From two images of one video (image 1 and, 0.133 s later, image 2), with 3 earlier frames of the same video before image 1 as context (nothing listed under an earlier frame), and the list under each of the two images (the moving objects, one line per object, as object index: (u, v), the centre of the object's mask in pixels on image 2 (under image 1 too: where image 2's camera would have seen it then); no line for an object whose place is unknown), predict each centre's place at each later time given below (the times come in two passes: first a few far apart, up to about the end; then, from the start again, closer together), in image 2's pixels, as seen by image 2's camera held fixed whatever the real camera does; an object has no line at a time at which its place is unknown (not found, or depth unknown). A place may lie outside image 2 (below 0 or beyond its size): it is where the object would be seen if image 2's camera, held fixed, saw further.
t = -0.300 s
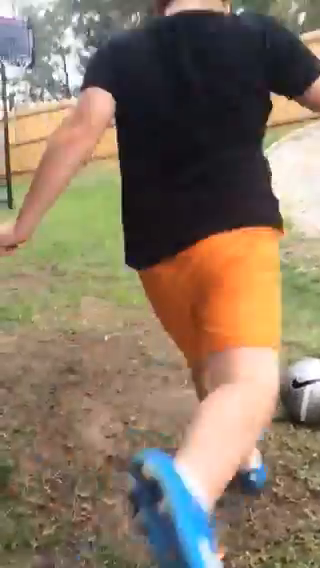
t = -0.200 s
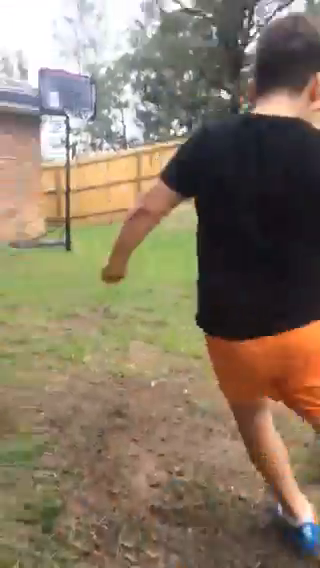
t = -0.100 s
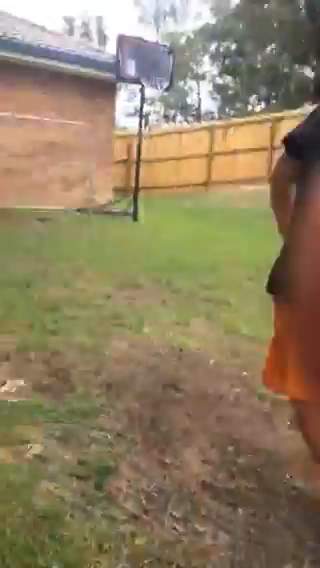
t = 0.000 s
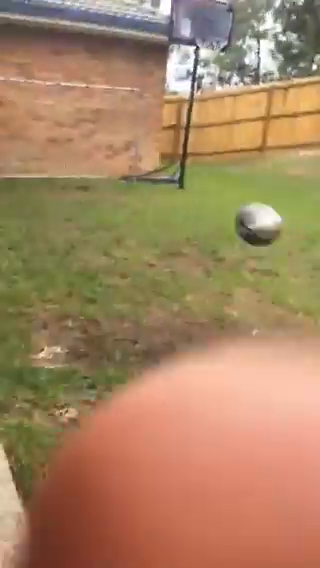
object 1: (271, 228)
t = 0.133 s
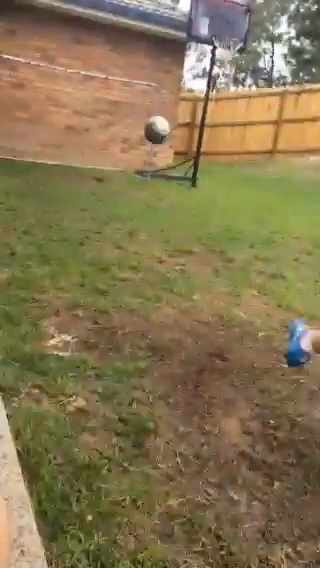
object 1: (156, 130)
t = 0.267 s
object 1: (103, 99)
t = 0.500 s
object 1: (48, 100)
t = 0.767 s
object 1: (65, 156)
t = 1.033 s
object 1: (97, 112)
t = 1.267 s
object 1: (128, 111)
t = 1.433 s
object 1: (148, 142)
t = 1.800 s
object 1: (199, 180)
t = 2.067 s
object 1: (248, 164)
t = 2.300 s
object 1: (287, 214)
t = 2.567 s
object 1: (342, 224)
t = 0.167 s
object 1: (141, 119)
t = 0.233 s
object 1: (114, 104)
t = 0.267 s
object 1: (103, 99)
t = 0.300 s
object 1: (92, 96)
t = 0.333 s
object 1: (83, 95)
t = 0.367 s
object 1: (76, 95)
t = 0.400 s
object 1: (67, 95)
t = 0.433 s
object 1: (60, 95)
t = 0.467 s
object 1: (55, 98)
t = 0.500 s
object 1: (48, 100)
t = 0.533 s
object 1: (44, 103)
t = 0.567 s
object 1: (42, 113)
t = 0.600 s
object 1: (46, 123)
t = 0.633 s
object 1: (49, 136)
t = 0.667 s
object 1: (55, 145)
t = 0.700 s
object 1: (58, 159)
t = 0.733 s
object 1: (62, 163)
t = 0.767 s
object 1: (65, 156)
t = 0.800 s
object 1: (69, 149)
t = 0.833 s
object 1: (73, 141)
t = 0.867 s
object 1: (76, 135)
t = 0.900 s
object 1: (81, 130)
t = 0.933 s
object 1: (85, 124)
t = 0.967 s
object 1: (88, 119)
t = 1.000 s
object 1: (93, 115)
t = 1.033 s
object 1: (97, 112)
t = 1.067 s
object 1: (101, 109)
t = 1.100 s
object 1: (105, 106)
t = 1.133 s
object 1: (109, 106)
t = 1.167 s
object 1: (113, 106)
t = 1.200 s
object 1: (119, 107)
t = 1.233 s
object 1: (124, 108)
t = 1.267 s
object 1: (128, 111)
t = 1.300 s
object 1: (133, 114)
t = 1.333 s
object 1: (138, 120)
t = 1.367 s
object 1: (141, 125)
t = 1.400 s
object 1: (146, 132)
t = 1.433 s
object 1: (148, 142)
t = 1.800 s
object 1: (199, 180)
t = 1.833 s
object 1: (207, 175)
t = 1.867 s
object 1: (211, 171)
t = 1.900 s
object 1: (217, 167)
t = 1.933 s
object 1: (224, 164)
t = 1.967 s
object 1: (229, 163)
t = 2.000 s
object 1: (235, 162)
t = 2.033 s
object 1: (242, 162)
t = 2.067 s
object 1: (248, 164)
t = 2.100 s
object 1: (253, 166)
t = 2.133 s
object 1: (260, 171)
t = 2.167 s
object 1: (266, 177)
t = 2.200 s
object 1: (271, 185)
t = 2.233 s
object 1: (277, 193)
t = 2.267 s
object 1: (283, 202)
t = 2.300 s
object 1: (287, 214)
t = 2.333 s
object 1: (290, 226)
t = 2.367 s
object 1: (296, 238)
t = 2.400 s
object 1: (304, 247)
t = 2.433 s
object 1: (310, 242)
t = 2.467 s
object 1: (318, 235)
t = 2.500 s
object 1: (326, 230)
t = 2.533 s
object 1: (334, 227)
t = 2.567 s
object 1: (342, 224)
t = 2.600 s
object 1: (349, 224)
